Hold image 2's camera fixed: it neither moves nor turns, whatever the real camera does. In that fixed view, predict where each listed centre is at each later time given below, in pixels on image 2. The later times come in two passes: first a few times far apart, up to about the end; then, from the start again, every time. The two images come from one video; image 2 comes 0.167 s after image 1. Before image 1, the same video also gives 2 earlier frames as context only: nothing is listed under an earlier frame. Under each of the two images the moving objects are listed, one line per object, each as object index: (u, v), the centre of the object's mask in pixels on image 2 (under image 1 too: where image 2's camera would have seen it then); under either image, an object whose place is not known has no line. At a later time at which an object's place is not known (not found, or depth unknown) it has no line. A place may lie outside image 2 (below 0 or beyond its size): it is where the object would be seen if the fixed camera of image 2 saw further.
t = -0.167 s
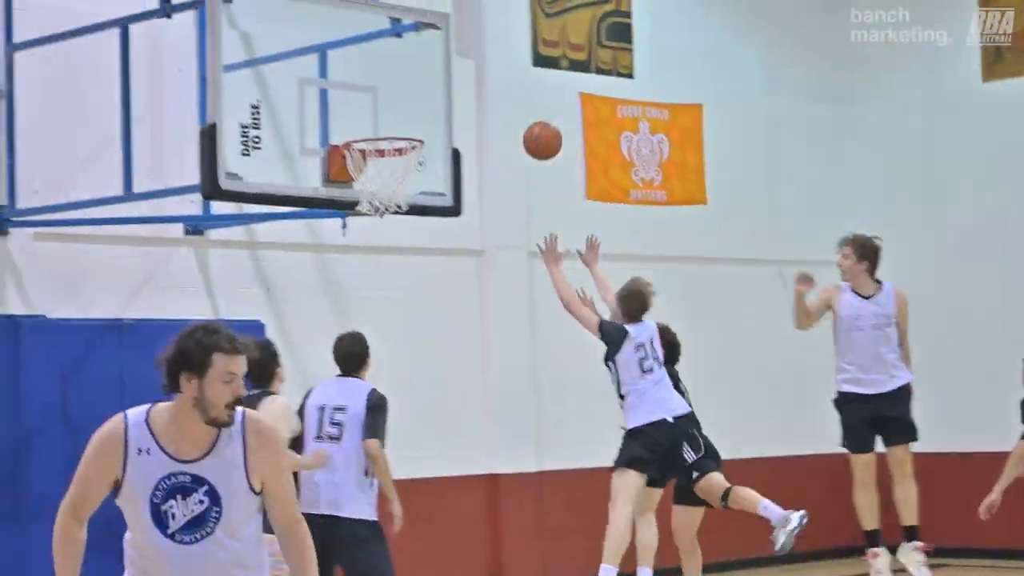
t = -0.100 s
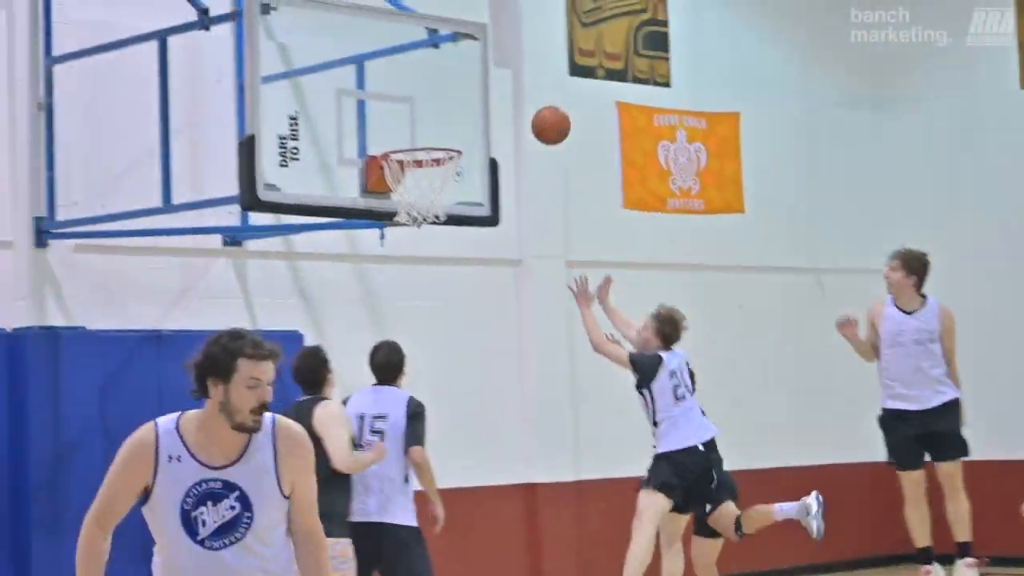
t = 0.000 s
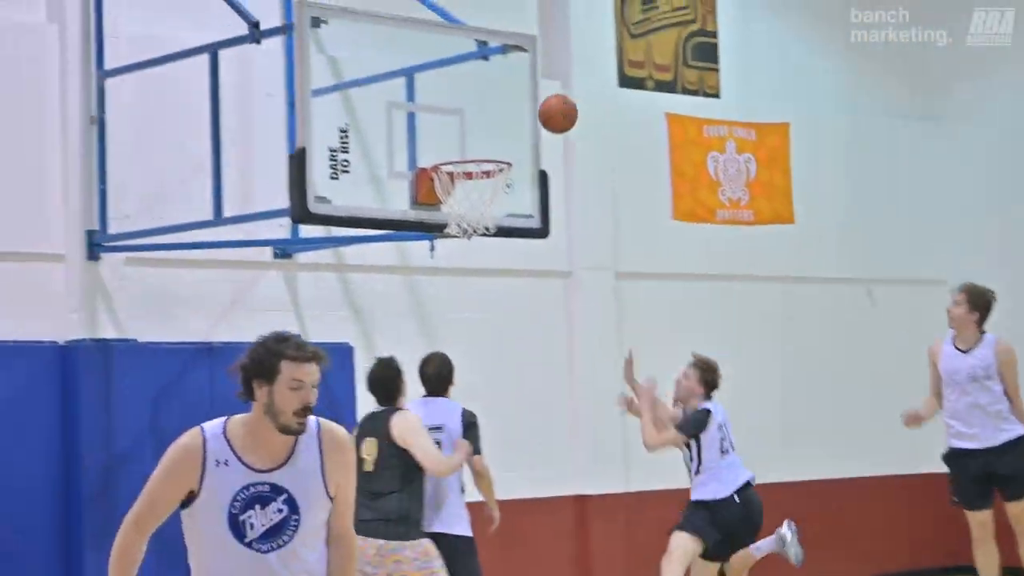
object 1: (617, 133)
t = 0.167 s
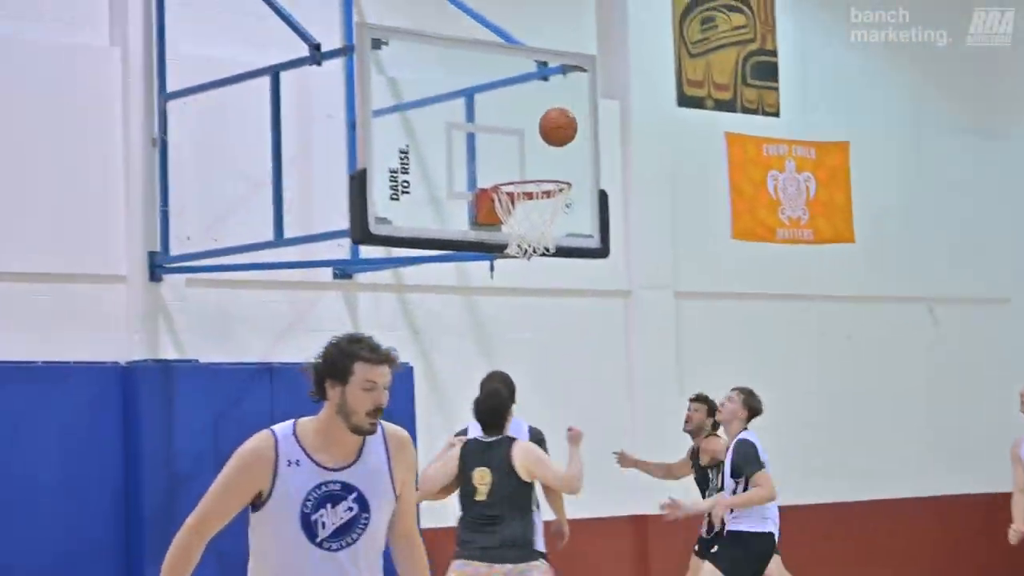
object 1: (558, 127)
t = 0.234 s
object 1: (559, 127)
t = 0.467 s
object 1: (557, 164)
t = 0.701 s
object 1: (525, 166)
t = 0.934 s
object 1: (504, 168)
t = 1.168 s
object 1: (520, 177)
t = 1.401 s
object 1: (545, 204)
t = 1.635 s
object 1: (540, 241)
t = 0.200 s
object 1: (558, 126)
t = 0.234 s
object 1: (559, 127)
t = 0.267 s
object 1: (559, 129)
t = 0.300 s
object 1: (560, 134)
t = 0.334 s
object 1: (560, 140)
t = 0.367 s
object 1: (561, 148)
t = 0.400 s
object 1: (562, 158)
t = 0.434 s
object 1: (562, 166)
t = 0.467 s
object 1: (557, 164)
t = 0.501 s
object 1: (553, 162)
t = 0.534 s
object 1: (548, 164)
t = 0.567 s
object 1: (543, 165)
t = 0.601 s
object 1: (539, 168)
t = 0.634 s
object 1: (534, 169)
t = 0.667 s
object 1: (529, 167)
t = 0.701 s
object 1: (525, 166)
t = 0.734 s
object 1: (520, 168)
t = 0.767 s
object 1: (515, 166)
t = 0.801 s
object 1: (512, 168)
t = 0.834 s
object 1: (509, 167)
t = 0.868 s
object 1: (506, 167)
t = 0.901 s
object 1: (505, 168)
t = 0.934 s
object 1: (504, 168)
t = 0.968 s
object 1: (504, 169)
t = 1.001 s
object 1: (504, 169)
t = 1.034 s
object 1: (506, 169)
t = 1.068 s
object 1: (508, 170)
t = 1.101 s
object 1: (511, 171)
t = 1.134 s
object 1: (517, 174)
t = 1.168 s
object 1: (520, 177)
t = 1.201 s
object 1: (525, 177)
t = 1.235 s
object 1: (529, 185)
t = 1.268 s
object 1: (534, 188)
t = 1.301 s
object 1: (536, 190)
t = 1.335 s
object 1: (540, 194)
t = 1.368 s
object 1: (543, 201)
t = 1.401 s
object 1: (545, 204)
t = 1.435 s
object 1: (550, 214)
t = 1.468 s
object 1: (551, 219)
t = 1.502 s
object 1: (550, 223)
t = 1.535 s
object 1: (548, 225)
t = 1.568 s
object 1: (545, 228)
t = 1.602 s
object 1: (541, 232)
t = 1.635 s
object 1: (540, 241)
